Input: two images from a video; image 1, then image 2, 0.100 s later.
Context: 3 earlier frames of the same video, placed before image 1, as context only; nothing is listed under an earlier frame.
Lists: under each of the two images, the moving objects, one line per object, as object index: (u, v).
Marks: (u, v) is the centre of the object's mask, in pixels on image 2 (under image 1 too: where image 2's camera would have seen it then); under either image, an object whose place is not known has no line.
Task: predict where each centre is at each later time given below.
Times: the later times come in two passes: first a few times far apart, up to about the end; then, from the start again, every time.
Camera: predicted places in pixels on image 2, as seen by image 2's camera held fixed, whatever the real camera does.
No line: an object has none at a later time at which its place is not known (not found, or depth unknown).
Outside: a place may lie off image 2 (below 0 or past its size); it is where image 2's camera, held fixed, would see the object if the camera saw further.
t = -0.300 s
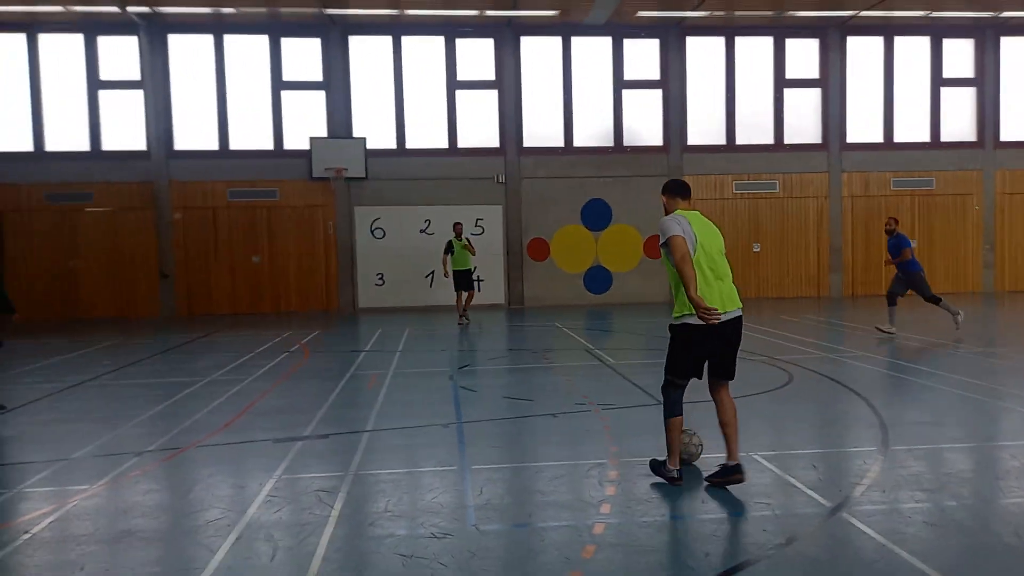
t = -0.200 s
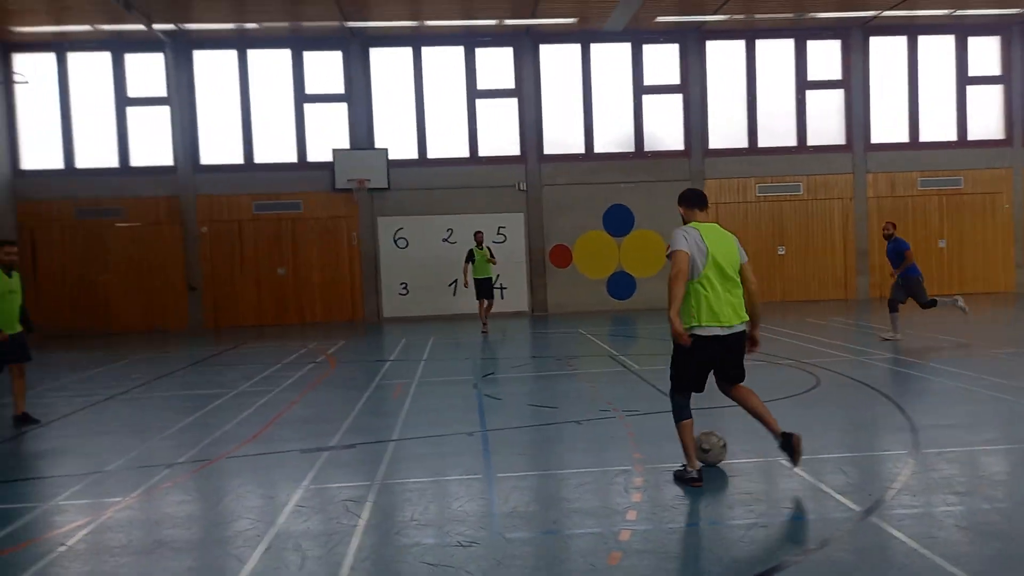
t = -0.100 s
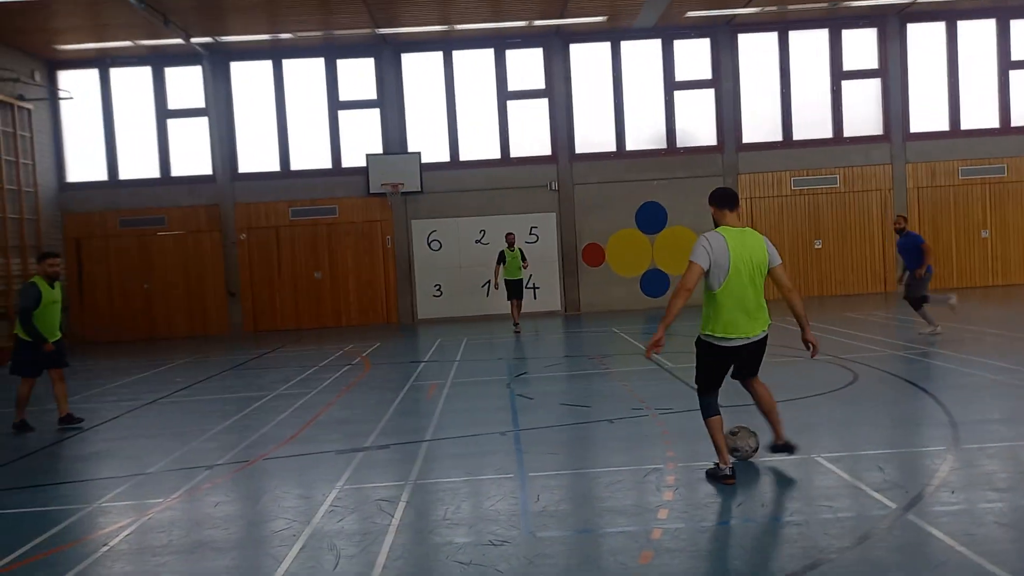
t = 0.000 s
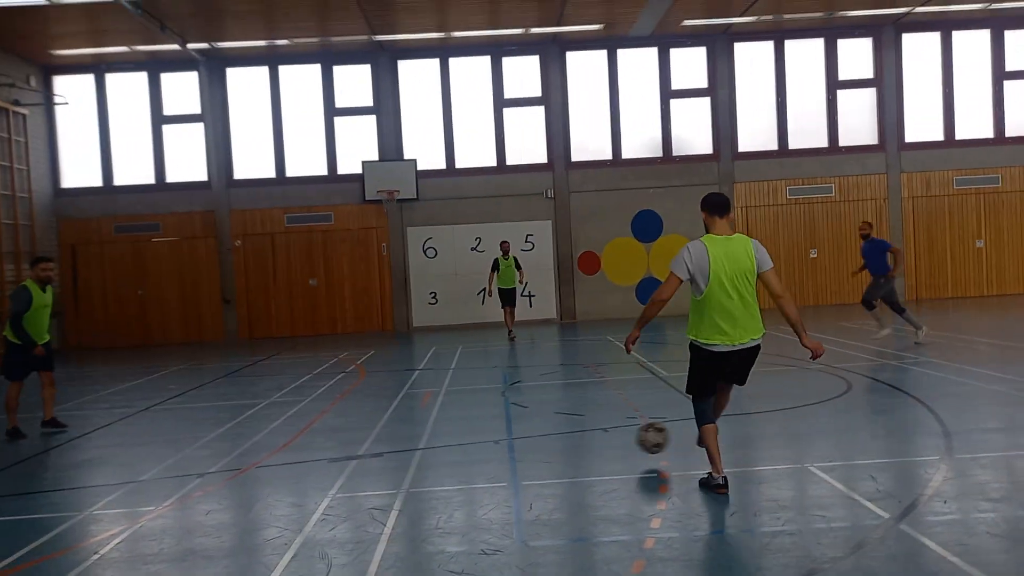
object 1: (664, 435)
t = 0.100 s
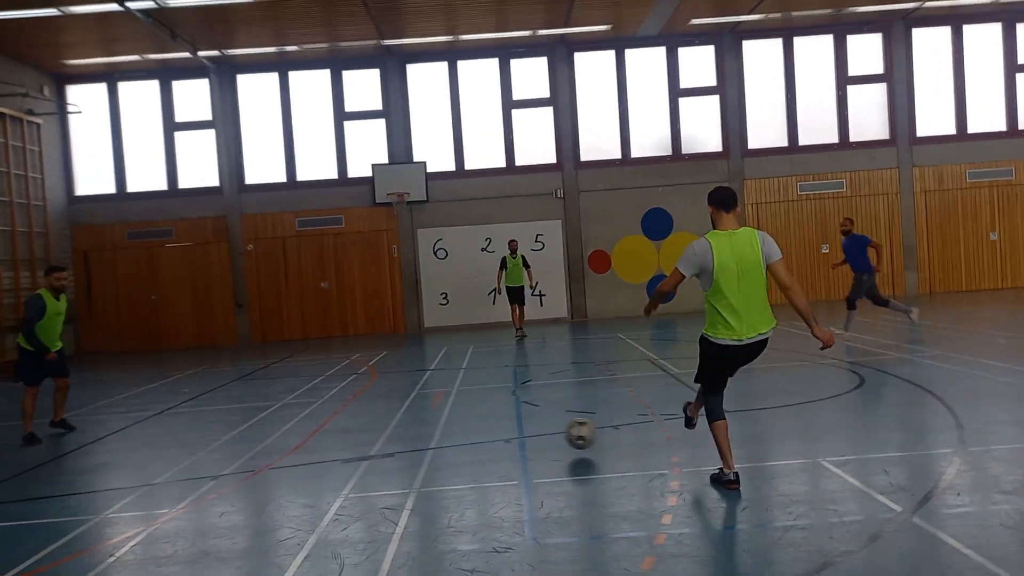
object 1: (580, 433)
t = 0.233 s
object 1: (491, 430)
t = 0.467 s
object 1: (373, 427)
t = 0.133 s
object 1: (555, 437)
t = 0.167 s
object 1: (532, 435)
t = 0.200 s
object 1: (511, 432)
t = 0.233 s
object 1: (491, 430)
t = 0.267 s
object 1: (472, 429)
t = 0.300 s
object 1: (453, 430)
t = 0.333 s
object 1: (435, 431)
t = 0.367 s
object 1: (419, 431)
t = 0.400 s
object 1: (403, 428)
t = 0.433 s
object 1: (388, 427)
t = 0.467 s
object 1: (373, 427)
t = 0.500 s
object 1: (359, 428)
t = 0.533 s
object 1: (345, 430)
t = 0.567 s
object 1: (334, 427)
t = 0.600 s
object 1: (322, 426)
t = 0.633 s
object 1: (311, 425)
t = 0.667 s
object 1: (299, 427)
